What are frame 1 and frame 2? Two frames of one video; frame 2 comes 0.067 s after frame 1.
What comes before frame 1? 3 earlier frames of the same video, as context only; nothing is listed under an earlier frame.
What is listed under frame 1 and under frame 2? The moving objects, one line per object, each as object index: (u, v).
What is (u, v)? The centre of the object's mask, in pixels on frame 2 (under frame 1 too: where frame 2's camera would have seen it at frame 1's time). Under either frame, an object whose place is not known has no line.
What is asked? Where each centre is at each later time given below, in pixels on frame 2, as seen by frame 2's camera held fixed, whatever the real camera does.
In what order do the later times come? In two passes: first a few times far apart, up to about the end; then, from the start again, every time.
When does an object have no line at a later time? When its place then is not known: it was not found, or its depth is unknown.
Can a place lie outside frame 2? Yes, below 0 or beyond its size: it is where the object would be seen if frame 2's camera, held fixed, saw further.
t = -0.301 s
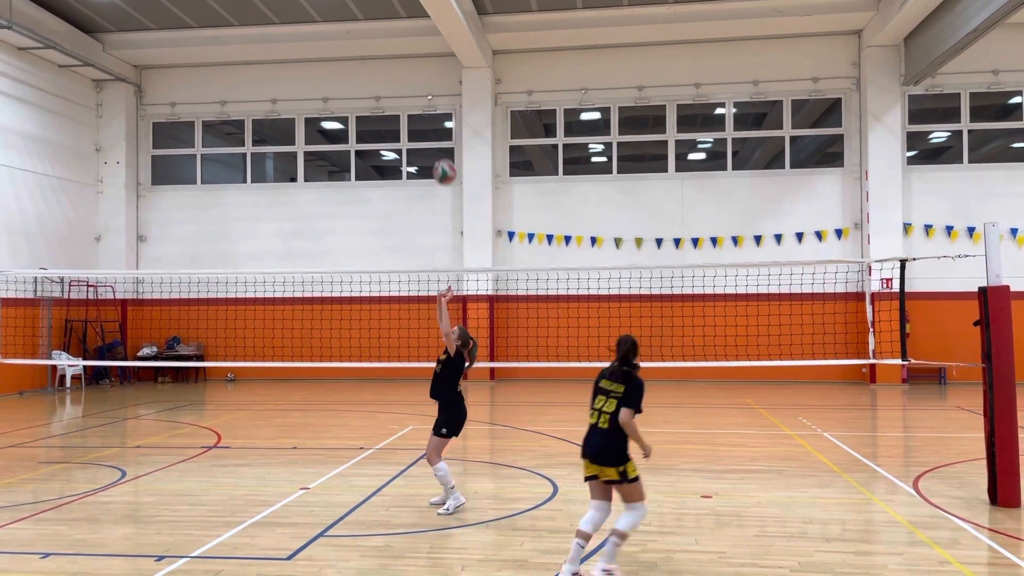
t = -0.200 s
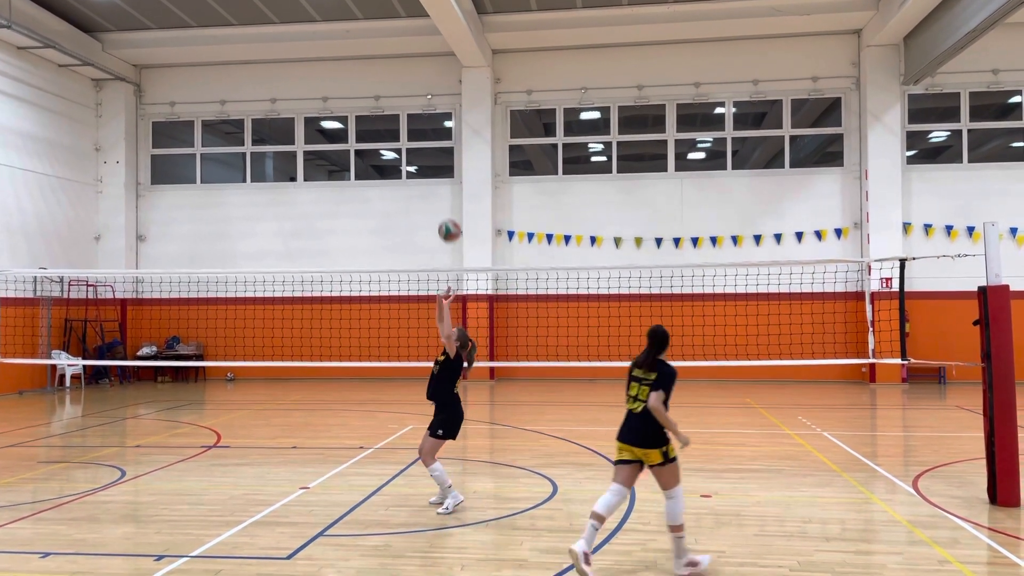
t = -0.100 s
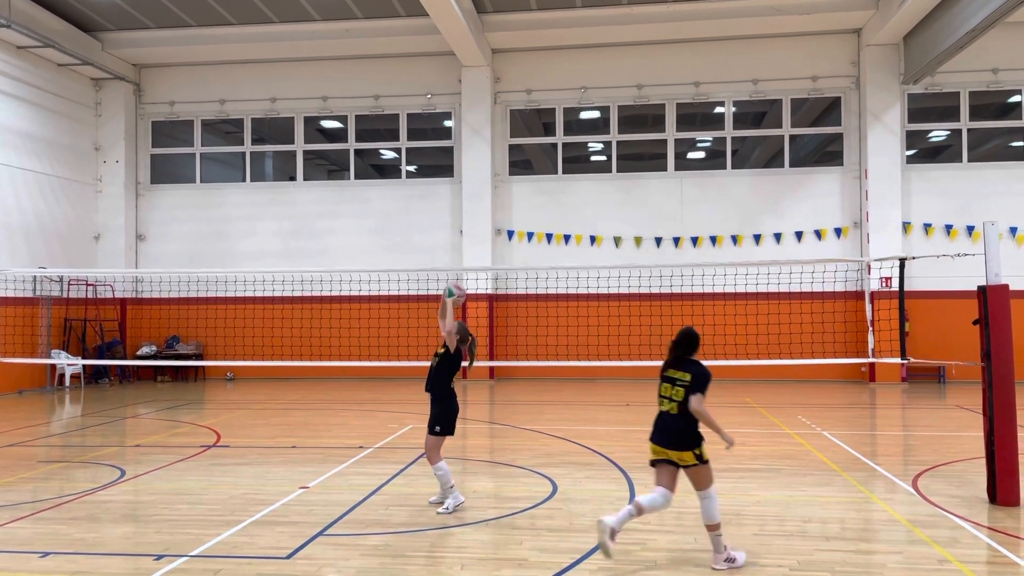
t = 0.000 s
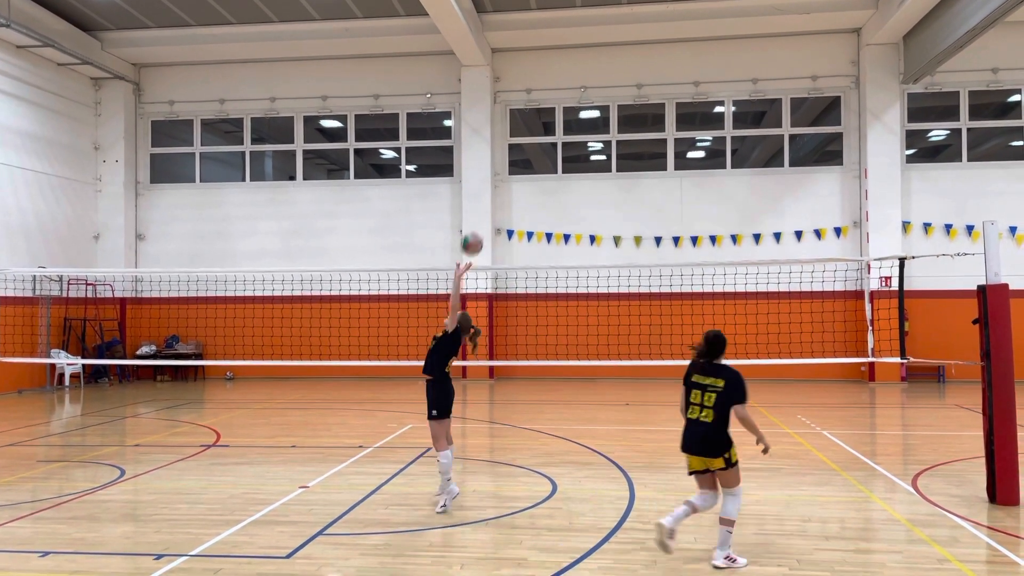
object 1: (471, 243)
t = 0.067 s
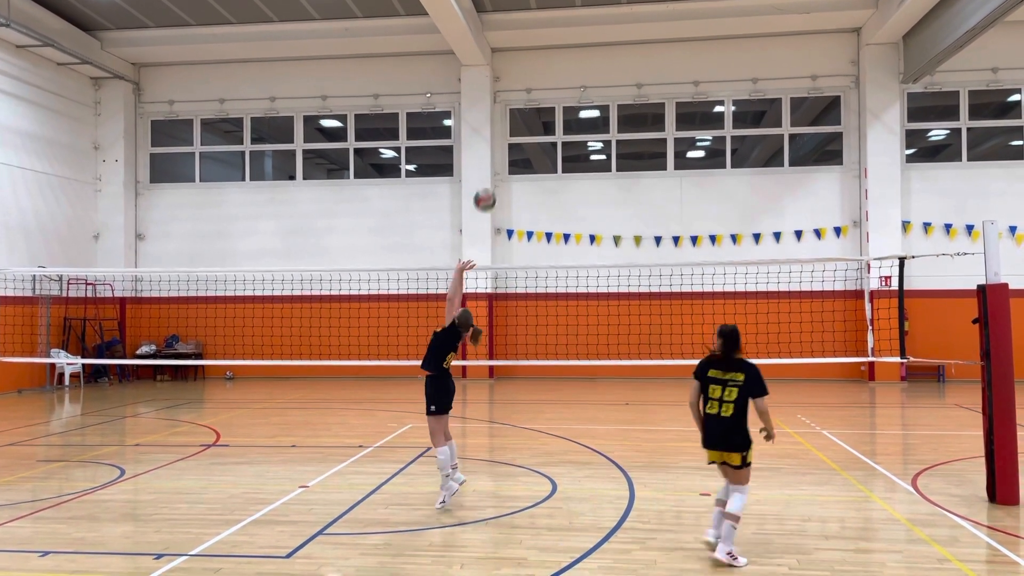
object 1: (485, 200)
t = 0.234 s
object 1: (516, 111)
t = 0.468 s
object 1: (559, 37)
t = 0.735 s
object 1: (609, 28)
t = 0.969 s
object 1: (653, 86)
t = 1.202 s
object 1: (698, 207)
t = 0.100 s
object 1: (491, 180)
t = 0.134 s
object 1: (497, 161)
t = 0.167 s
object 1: (504, 144)
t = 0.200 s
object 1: (510, 126)
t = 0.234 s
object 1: (516, 111)
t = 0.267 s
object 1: (522, 97)
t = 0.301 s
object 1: (528, 85)
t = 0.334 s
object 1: (534, 73)
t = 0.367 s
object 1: (541, 62)
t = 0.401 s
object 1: (547, 53)
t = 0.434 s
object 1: (553, 44)
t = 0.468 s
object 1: (559, 37)
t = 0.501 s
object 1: (565, 32)
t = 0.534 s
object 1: (571, 28)
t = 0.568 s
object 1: (577, 25)
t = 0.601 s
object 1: (584, 23)
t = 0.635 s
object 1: (590, 22)
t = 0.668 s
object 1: (596, 23)
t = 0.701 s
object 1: (603, 25)
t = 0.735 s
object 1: (609, 28)
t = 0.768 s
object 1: (616, 33)
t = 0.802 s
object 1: (622, 38)
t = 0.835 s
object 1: (628, 45)
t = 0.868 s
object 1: (635, 54)
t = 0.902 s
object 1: (641, 63)
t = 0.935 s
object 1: (647, 74)
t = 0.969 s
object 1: (653, 86)
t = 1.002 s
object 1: (660, 99)
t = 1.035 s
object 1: (666, 114)
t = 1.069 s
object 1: (672, 129)
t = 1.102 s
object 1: (678, 147)
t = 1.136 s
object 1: (685, 166)
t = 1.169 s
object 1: (691, 186)
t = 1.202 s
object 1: (698, 207)
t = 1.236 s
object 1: (704, 228)
